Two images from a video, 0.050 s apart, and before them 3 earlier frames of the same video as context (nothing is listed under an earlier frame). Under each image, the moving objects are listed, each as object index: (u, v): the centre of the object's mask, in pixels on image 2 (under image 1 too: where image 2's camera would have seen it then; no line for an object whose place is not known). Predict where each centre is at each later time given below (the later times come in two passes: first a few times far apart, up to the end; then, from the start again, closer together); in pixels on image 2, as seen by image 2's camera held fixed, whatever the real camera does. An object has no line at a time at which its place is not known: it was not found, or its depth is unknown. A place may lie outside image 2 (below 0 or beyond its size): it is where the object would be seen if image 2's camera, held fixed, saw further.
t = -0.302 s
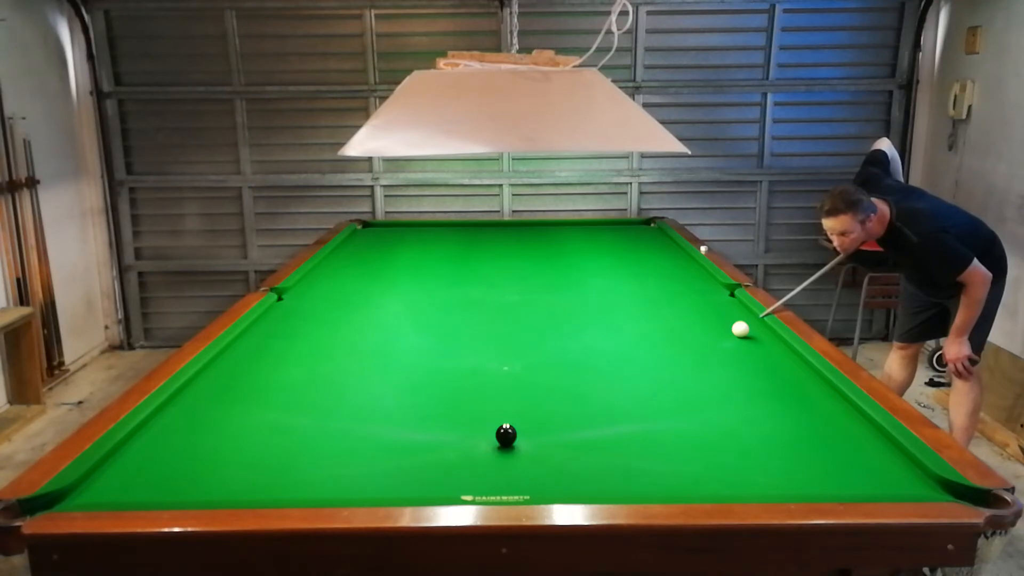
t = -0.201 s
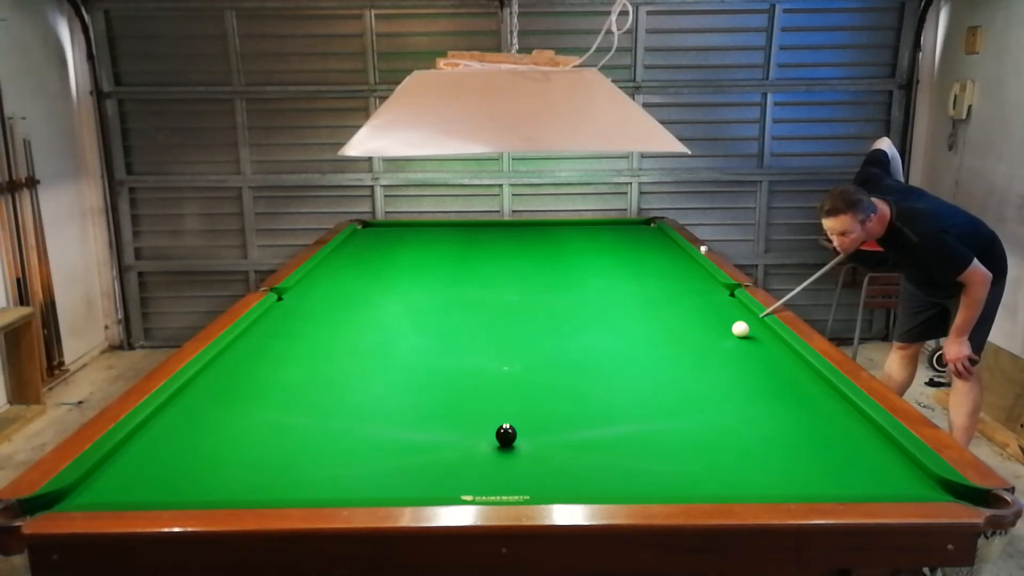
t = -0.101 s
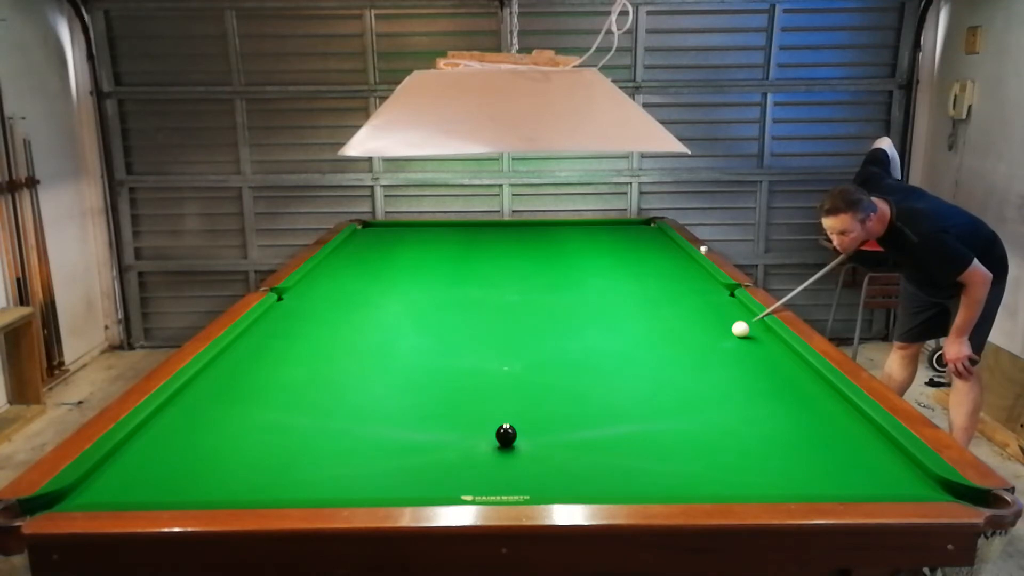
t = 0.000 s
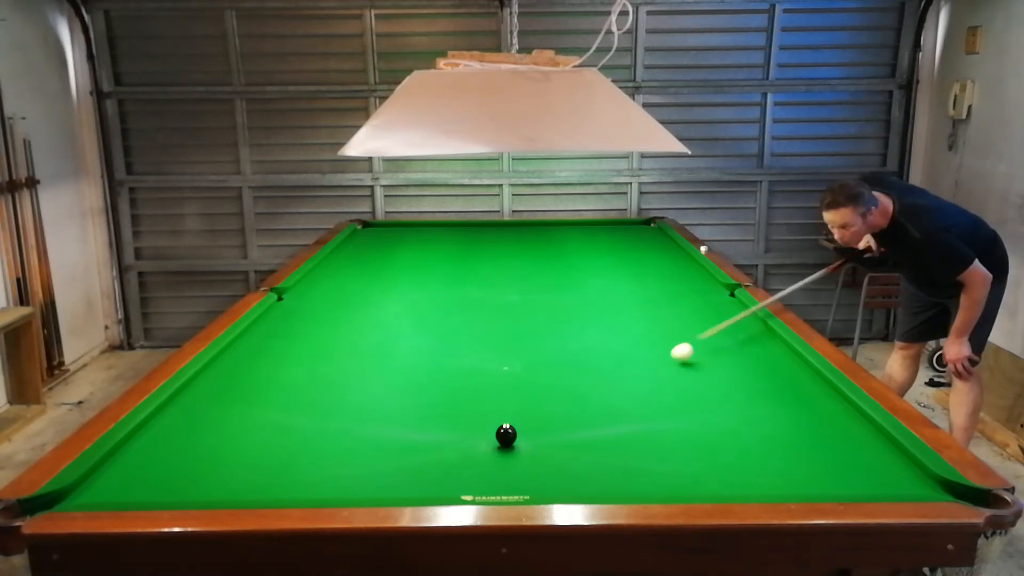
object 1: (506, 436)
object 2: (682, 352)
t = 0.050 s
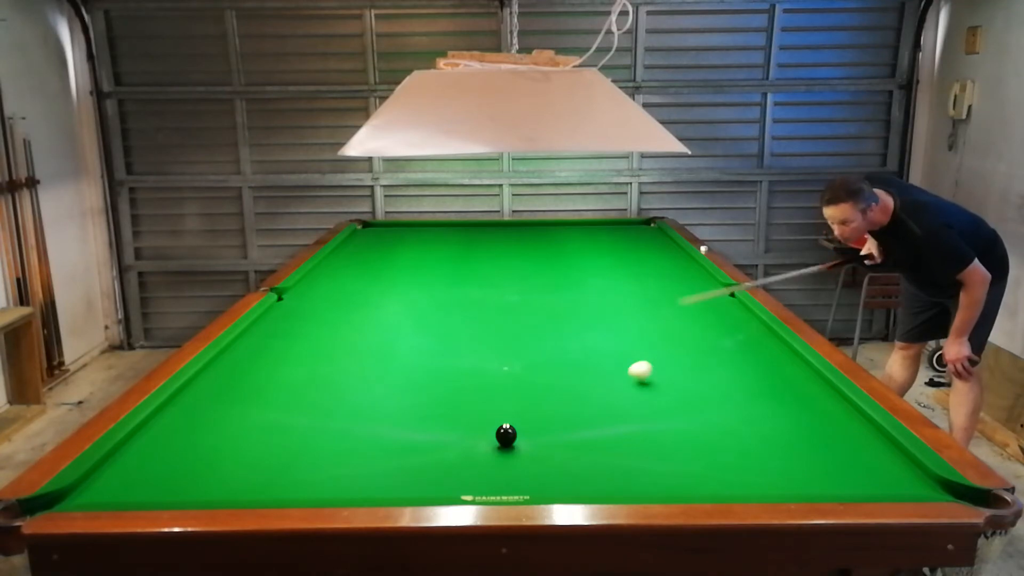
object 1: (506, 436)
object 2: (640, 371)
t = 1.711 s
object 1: (477, 267)
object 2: (332, 473)
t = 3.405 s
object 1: (645, 242)
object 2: (296, 447)
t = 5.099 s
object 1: (517, 292)
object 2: (295, 447)
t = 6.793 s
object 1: (352, 363)
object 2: (295, 447)
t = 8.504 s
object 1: (157, 454)
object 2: (295, 447)
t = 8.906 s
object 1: (111, 477)
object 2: (295, 447)
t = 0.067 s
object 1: (506, 436)
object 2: (625, 377)
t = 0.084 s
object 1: (506, 436)
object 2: (609, 386)
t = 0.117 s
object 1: (506, 436)
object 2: (577, 399)
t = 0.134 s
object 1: (506, 436)
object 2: (560, 408)
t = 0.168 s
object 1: (506, 436)
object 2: (524, 423)
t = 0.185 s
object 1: (491, 439)
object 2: (518, 425)
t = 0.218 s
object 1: (454, 452)
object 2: (516, 425)
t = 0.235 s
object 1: (433, 461)
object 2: (515, 426)
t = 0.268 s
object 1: (390, 483)
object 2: (513, 429)
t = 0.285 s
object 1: (367, 491)
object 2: (511, 429)
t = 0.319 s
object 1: (346, 484)
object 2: (507, 432)
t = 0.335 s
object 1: (337, 477)
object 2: (505, 433)
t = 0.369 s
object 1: (321, 464)
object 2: (500, 436)
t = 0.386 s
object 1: (313, 458)
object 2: (497, 437)
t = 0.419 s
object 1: (300, 447)
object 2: (491, 439)
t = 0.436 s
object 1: (294, 442)
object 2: (488, 441)
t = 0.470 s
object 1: (283, 432)
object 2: (482, 444)
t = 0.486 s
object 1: (277, 428)
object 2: (479, 445)
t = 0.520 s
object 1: (267, 419)
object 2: (473, 448)
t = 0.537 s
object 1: (262, 415)
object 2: (470, 449)
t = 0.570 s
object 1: (253, 407)
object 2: (464, 452)
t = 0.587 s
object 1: (248, 403)
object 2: (461, 454)
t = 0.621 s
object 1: (240, 395)
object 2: (455, 457)
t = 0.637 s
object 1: (236, 392)
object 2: (451, 458)
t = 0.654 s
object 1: (231, 388)
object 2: (448, 460)
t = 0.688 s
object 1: (224, 381)
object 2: (442, 463)
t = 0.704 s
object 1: (220, 378)
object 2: (439, 464)
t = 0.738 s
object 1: (212, 372)
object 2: (432, 467)
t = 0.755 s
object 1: (209, 369)
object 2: (429, 469)
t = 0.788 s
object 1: (226, 363)
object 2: (422, 472)
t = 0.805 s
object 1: (235, 360)
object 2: (419, 474)
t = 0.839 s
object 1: (249, 355)
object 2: (412, 477)
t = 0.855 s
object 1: (256, 352)
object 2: (409, 478)
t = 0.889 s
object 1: (269, 347)
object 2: (402, 481)
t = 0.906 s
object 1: (275, 345)
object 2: (399, 482)
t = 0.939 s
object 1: (287, 340)
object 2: (392, 484)
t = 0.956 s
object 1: (293, 338)
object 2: (389, 486)
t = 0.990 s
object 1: (304, 333)
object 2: (382, 488)
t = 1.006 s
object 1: (310, 331)
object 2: (379, 489)
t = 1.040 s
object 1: (321, 327)
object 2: (372, 491)
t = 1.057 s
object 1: (326, 325)
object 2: (368, 492)
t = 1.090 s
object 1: (336, 321)
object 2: (366, 491)
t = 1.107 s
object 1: (342, 319)
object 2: (365, 490)
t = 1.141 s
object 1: (351, 315)
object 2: (363, 489)
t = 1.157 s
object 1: (356, 313)
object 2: (362, 489)
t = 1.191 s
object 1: (365, 310)
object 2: (360, 488)
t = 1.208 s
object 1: (370, 308)
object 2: (359, 487)
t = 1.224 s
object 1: (374, 306)
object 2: (358, 487)
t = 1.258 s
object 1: (383, 303)
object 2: (356, 486)
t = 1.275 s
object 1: (387, 301)
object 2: (355, 486)
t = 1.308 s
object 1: (395, 298)
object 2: (353, 485)
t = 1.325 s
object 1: (400, 296)
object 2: (352, 484)
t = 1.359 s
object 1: (407, 294)
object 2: (350, 484)
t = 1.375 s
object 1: (411, 292)
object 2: (349, 483)
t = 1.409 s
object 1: (419, 289)
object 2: (347, 482)
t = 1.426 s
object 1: (422, 288)
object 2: (346, 482)
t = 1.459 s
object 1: (429, 285)
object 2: (344, 481)
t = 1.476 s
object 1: (433, 284)
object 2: (343, 480)
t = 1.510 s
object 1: (440, 281)
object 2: (342, 479)
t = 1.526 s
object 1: (443, 280)
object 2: (341, 479)
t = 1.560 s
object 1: (450, 277)
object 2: (339, 478)
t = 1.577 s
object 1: (453, 276)
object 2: (338, 477)
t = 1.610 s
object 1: (459, 274)
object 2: (337, 476)
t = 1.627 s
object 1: (462, 273)
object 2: (336, 475)
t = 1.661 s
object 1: (468, 270)
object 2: (334, 474)
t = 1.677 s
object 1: (471, 269)
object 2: (334, 474)
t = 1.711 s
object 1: (477, 267)
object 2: (332, 473)
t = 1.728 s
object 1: (479, 266)
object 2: (331, 472)
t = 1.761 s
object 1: (485, 264)
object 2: (330, 471)
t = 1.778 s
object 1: (488, 263)
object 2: (329, 471)
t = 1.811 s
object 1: (493, 261)
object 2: (328, 470)
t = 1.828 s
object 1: (496, 260)
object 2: (327, 469)
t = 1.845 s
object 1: (498, 258)
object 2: (327, 469)
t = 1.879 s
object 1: (503, 257)
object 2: (325, 468)
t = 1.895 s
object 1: (506, 256)
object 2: (325, 468)
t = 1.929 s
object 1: (510, 254)
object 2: (323, 467)
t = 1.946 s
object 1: (513, 253)
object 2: (323, 467)
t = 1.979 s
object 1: (517, 251)
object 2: (322, 466)
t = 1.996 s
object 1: (520, 250)
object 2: (321, 465)
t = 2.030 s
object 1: (524, 249)
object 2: (320, 464)
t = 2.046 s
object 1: (527, 248)
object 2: (319, 464)
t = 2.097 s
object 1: (533, 245)
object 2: (318, 463)
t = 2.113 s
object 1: (535, 245)
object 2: (317, 462)
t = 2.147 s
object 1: (539, 243)
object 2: (316, 462)
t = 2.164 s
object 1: (541, 242)
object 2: (316, 461)
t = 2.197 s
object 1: (545, 240)
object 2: (315, 461)
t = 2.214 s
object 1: (547, 240)
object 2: (314, 460)
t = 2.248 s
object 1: (551, 238)
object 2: (313, 460)
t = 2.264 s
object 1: (553, 238)
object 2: (313, 459)
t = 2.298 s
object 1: (557, 236)
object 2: (312, 459)
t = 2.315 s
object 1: (559, 235)
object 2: (311, 458)
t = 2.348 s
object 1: (562, 234)
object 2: (310, 458)
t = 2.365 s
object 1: (564, 233)
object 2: (310, 457)
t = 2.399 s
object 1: (568, 232)
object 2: (309, 457)
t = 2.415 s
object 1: (569, 231)
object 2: (309, 457)
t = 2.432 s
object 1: (571, 230)
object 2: (309, 456)
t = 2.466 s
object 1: (574, 229)
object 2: (308, 456)
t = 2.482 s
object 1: (576, 229)
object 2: (307, 455)
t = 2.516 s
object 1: (579, 228)
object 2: (307, 455)
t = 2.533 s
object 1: (581, 227)
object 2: (306, 455)
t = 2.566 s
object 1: (584, 225)
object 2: (306, 454)
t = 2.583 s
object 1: (586, 225)
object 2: (305, 454)
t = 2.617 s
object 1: (589, 223)
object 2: (305, 454)
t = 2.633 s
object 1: (591, 223)
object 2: (304, 453)
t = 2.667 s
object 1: (595, 224)
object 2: (304, 453)
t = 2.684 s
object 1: (598, 225)
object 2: (304, 453)
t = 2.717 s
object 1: (603, 226)
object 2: (303, 452)
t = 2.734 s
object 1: (605, 226)
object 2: (303, 452)
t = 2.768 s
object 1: (610, 227)
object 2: (302, 452)
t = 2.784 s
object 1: (612, 227)
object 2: (302, 451)
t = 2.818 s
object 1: (617, 228)
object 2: (301, 451)
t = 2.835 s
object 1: (619, 228)
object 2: (301, 451)
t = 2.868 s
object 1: (624, 229)
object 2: (301, 450)
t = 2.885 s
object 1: (626, 229)
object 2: (300, 450)
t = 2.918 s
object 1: (631, 230)
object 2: (300, 450)
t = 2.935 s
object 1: (634, 230)
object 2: (300, 450)
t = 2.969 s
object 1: (638, 231)
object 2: (299, 449)
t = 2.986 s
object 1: (641, 231)
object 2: (299, 449)
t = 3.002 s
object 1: (644, 231)
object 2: (299, 449)
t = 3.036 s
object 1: (648, 232)
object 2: (299, 449)
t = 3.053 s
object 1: (651, 233)
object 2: (298, 449)
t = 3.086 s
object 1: (655, 233)
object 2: (298, 448)
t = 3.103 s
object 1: (658, 234)
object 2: (298, 448)
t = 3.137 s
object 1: (663, 235)
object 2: (298, 448)
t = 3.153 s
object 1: (662, 236)
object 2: (297, 448)
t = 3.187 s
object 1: (659, 237)
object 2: (297, 448)
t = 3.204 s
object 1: (658, 237)
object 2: (297, 448)
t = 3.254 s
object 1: (655, 238)
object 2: (297, 448)
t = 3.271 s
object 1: (654, 238)
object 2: (297, 448)
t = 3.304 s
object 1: (652, 239)
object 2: (296, 447)
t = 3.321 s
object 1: (651, 239)
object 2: (296, 447)
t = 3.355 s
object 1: (649, 240)
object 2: (296, 447)
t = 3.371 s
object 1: (647, 241)
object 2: (296, 447)
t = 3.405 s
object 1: (645, 242)
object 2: (296, 447)
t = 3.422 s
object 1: (644, 242)
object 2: (296, 447)
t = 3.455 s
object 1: (642, 243)
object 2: (295, 447)
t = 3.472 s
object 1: (641, 243)
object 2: (295, 447)
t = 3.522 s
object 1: (637, 245)
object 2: (295, 447)
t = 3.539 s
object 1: (636, 245)
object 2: (295, 447)
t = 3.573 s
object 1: (634, 246)
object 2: (295, 447)
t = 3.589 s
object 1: (633, 247)
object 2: (295, 447)
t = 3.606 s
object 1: (632, 247)
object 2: (295, 447)
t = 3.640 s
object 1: (629, 248)
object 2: (295, 447)
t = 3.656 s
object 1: (628, 248)
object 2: (295, 447)
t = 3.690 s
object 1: (626, 249)
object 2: (295, 447)
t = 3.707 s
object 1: (625, 250)
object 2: (295, 447)
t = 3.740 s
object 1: (622, 250)
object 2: (295, 447)
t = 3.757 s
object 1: (621, 251)
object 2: (295, 447)
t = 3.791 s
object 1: (619, 252)
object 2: (295, 447)
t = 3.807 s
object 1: (618, 252)
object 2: (295, 447)
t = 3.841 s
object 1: (615, 253)
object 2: (295, 447)
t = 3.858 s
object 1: (614, 254)
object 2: (295, 447)
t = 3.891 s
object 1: (612, 255)
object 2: (295, 447)
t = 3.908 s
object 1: (611, 255)
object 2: (295, 447)
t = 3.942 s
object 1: (608, 256)
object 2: (295, 447)
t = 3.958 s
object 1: (607, 257)
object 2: (295, 447)
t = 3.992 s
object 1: (604, 257)
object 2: (295, 447)
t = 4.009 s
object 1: (603, 258)
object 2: (295, 447)
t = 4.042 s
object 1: (601, 259)
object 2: (295, 447)
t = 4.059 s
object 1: (600, 259)
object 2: (295, 447)
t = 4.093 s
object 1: (597, 260)
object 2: (295, 447)
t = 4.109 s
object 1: (596, 261)
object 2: (295, 447)
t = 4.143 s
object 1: (593, 262)
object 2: (295, 447)
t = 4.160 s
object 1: (592, 263)
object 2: (295, 447)
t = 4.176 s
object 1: (591, 263)
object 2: (295, 447)
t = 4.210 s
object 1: (588, 264)
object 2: (295, 447)
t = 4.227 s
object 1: (587, 264)
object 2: (295, 447)
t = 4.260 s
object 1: (584, 265)
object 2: (295, 447)
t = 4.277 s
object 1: (583, 266)
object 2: (295, 447)
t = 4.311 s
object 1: (581, 267)
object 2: (295, 447)
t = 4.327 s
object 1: (579, 267)
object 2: (295, 447)
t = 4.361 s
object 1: (577, 269)
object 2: (295, 447)
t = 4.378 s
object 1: (576, 269)
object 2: (295, 447)
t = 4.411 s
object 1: (573, 270)
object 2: (295, 447)
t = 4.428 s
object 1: (571, 270)
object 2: (295, 447)
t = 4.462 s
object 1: (569, 272)
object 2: (295, 447)
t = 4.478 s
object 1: (568, 272)
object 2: (295, 447)
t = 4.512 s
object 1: (565, 273)
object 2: (295, 447)
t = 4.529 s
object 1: (564, 274)
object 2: (295, 447)
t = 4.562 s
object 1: (561, 275)
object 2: (295, 447)
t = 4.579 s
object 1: (560, 275)
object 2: (295, 447)
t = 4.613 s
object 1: (557, 276)
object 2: (295, 447)
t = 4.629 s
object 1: (556, 277)
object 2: (295, 447)
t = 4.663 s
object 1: (553, 278)
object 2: (295, 447)
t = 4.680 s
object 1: (552, 278)
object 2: (295, 447)
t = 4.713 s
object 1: (549, 280)
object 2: (295, 447)
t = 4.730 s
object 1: (547, 280)
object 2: (295, 447)
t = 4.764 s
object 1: (545, 281)
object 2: (295, 447)
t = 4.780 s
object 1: (543, 282)
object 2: (295, 447)
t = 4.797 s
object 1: (542, 282)
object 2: (295, 447)
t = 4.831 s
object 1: (539, 283)
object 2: (295, 447)
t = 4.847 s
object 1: (538, 284)
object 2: (295, 447)
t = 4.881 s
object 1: (535, 285)
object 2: (295, 447)
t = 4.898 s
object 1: (534, 286)
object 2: (295, 447)
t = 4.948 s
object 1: (530, 287)
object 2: (295, 447)
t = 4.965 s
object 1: (528, 288)
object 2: (295, 447)
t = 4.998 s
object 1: (525, 289)
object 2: (295, 447)
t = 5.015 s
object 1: (524, 290)
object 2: (295, 447)
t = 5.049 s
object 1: (521, 291)
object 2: (295, 447)
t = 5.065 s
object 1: (520, 291)
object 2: (295, 447)
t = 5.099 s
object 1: (517, 292)
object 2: (295, 447)
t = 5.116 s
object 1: (515, 293)
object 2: (295, 447)
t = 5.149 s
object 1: (512, 294)
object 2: (295, 447)
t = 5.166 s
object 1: (511, 295)
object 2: (295, 447)
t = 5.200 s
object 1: (508, 296)
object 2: (295, 447)
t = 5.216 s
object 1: (507, 297)
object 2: (295, 447)
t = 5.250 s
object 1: (504, 298)
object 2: (295, 447)
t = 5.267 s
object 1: (502, 298)
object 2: (295, 447)
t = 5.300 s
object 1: (499, 300)
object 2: (295, 447)
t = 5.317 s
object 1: (498, 300)
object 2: (295, 447)
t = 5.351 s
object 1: (495, 301)
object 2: (295, 447)
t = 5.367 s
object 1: (493, 302)
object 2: (295, 447)
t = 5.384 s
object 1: (492, 303)
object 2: (295, 447)
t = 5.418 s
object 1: (489, 304)
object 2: (295, 447)
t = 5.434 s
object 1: (487, 305)
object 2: (295, 447)
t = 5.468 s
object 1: (484, 306)
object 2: (295, 447)
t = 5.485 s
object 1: (483, 307)
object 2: (295, 447)
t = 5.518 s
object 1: (480, 308)
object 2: (295, 447)
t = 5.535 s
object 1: (478, 308)
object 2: (295, 447)
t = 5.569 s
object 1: (475, 310)
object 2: (295, 447)
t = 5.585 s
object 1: (474, 310)
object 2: (295, 447)
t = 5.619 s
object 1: (471, 312)
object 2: (295, 447)
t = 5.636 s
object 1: (469, 312)
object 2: (295, 447)
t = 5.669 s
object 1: (466, 314)
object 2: (295, 447)
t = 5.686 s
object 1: (464, 315)
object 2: (295, 447)
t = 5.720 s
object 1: (461, 316)
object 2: (295, 447)
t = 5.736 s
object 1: (460, 317)
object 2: (295, 447)
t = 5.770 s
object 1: (456, 318)
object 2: (295, 447)
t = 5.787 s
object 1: (455, 319)
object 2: (295, 447)
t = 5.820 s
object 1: (452, 320)
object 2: (295, 447)
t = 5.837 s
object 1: (450, 321)
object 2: (295, 447)
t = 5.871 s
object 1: (447, 322)
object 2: (295, 447)
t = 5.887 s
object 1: (445, 323)
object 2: (295, 447)
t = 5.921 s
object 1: (442, 324)
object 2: (295, 447)
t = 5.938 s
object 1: (440, 325)
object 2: (295, 447)
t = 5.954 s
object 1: (439, 325)
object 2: (295, 447)
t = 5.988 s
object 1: (435, 327)
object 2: (295, 447)
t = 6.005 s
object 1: (434, 328)
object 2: (295, 447)
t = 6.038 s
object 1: (430, 329)
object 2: (295, 447)
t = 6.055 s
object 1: (429, 330)
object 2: (295, 447)
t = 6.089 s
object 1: (425, 331)
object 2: (295, 447)
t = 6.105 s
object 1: (424, 332)
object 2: (295, 447)
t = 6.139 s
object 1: (420, 333)
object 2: (295, 447)
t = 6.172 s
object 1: (419, 334)
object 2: (295, 447)
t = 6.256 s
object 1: (410, 338)
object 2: (295, 447)
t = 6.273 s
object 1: (407, 339)
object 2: (295, 447)
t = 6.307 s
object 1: (403, 341)
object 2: (295, 447)
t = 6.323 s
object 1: (401, 341)
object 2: (295, 447)
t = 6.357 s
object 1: (398, 343)
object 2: (295, 447)
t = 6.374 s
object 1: (396, 344)
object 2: (295, 447)
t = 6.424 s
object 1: (391, 346)
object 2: (295, 447)
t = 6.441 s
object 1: (389, 347)
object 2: (295, 447)
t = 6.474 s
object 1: (386, 348)
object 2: (295, 447)
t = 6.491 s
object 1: (384, 349)
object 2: (295, 447)
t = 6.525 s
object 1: (380, 350)
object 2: (295, 447)
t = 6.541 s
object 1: (378, 351)
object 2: (295, 447)
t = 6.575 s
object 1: (375, 353)
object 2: (295, 447)
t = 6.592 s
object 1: (373, 354)
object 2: (295, 447)
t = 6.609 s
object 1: (371, 354)
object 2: (295, 447)
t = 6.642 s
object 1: (368, 356)
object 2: (295, 447)
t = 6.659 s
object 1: (366, 357)
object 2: (295, 447)
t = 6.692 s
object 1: (362, 358)
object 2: (295, 447)
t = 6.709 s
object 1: (361, 359)
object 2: (295, 447)
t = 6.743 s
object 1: (357, 361)
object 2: (295, 447)
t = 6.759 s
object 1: (355, 361)
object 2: (295, 447)
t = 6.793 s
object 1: (352, 363)
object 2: (295, 447)
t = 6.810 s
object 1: (350, 364)
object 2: (295, 447)
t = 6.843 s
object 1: (346, 366)
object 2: (295, 447)
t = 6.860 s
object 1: (344, 366)
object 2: (295, 447)
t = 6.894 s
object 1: (340, 368)
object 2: (295, 447)
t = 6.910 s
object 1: (339, 369)
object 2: (295, 447)
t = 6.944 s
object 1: (335, 370)
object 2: (295, 447)
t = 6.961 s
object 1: (333, 371)
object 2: (295, 447)
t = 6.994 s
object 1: (330, 373)
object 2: (295, 447)
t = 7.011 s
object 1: (328, 374)
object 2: (295, 447)
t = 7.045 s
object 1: (324, 376)
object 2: (295, 447)
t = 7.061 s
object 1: (322, 377)
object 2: (295, 447)
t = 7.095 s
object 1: (319, 378)
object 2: (295, 447)
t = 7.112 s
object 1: (317, 379)
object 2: (295, 447)
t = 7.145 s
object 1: (313, 381)
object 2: (295, 447)
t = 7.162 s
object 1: (311, 381)
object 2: (295, 447)
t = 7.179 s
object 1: (309, 382)
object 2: (295, 447)
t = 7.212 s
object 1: (306, 384)
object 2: (295, 447)
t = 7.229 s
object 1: (304, 385)
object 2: (295, 447)
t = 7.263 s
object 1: (300, 386)
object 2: (295, 447)
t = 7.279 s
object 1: (298, 388)
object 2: (295, 447)
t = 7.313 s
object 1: (294, 389)
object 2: (295, 447)
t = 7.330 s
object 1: (292, 390)
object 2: (295, 447)
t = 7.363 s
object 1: (289, 392)
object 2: (295, 447)
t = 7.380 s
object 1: (287, 393)
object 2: (295, 447)
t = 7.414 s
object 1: (283, 395)
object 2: (295, 447)
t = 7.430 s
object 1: (281, 396)
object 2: (295, 447)
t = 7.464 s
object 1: (278, 397)
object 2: (295, 447)
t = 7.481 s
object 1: (275, 398)
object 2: (295, 447)
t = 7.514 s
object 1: (271, 400)
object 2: (295, 447)
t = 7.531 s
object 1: (269, 401)
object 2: (295, 447)
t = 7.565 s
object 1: (266, 403)
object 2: (295, 447)
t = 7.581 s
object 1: (264, 403)
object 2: (295, 447)
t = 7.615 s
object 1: (260, 405)
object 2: (295, 447)
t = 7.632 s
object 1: (258, 406)
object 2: (295, 447)
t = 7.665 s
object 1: (254, 408)
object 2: (295, 447)
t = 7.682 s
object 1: (252, 409)
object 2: (295, 447)
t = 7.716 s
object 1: (248, 411)
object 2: (295, 447)
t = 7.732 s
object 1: (246, 412)
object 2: (295, 447)
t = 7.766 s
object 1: (242, 413)
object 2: (295, 447)
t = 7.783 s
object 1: (240, 414)
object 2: (295, 447)
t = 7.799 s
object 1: (239, 415)
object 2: (295, 447)
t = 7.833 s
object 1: (235, 417)
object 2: (295, 447)
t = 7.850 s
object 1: (233, 418)
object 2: (295, 447)
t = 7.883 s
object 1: (229, 420)
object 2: (295, 447)
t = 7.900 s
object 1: (227, 421)
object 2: (295, 447)
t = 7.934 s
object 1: (223, 422)
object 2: (295, 447)
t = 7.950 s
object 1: (221, 423)
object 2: (295, 447)
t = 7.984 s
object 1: (217, 425)
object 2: (295, 447)
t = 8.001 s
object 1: (215, 426)
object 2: (295, 447)
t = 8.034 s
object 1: (211, 428)
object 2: (295, 447)
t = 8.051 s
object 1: (209, 429)
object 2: (295, 447)
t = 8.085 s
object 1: (205, 431)
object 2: (295, 447)
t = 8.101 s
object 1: (203, 432)
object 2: (295, 447)
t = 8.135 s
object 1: (199, 434)
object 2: (295, 447)
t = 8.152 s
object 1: (198, 435)
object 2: (295, 447)
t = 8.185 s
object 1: (194, 436)
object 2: (295, 447)
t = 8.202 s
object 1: (192, 437)
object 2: (295, 447)
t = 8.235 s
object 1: (188, 439)
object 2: (295, 447)
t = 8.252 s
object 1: (186, 440)
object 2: (295, 447)
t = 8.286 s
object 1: (182, 442)
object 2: (295, 447)
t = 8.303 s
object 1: (180, 443)
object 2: (295, 447)
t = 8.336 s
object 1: (176, 445)
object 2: (295, 447)
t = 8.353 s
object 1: (174, 446)
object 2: (295, 447)
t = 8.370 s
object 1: (172, 447)
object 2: (295, 447)
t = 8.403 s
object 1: (168, 449)
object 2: (295, 447)
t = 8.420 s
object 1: (166, 450)
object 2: (295, 447)
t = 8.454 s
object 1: (162, 451)
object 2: (295, 447)
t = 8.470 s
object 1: (160, 452)
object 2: (295, 447)
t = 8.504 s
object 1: (157, 454)
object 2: (295, 447)
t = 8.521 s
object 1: (155, 455)
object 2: (295, 447)
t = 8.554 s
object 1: (151, 457)
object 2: (295, 447)
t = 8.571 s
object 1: (149, 458)
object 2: (295, 447)
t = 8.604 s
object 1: (145, 460)
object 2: (295, 447)
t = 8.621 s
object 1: (143, 461)
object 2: (295, 447)
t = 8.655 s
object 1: (139, 463)
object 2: (295, 447)
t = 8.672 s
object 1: (137, 464)
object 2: (295, 447)
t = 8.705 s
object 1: (133, 466)
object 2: (295, 447)
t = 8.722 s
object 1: (132, 467)
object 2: (295, 447)
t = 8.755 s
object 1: (128, 468)
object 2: (295, 447)
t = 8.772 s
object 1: (126, 469)
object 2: (295, 447)
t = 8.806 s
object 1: (122, 471)
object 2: (295, 447)
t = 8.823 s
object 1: (120, 472)
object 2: (295, 447)
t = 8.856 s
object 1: (116, 474)
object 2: (295, 447)
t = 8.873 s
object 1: (114, 475)
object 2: (295, 447)
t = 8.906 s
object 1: (111, 477)
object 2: (295, 447)
